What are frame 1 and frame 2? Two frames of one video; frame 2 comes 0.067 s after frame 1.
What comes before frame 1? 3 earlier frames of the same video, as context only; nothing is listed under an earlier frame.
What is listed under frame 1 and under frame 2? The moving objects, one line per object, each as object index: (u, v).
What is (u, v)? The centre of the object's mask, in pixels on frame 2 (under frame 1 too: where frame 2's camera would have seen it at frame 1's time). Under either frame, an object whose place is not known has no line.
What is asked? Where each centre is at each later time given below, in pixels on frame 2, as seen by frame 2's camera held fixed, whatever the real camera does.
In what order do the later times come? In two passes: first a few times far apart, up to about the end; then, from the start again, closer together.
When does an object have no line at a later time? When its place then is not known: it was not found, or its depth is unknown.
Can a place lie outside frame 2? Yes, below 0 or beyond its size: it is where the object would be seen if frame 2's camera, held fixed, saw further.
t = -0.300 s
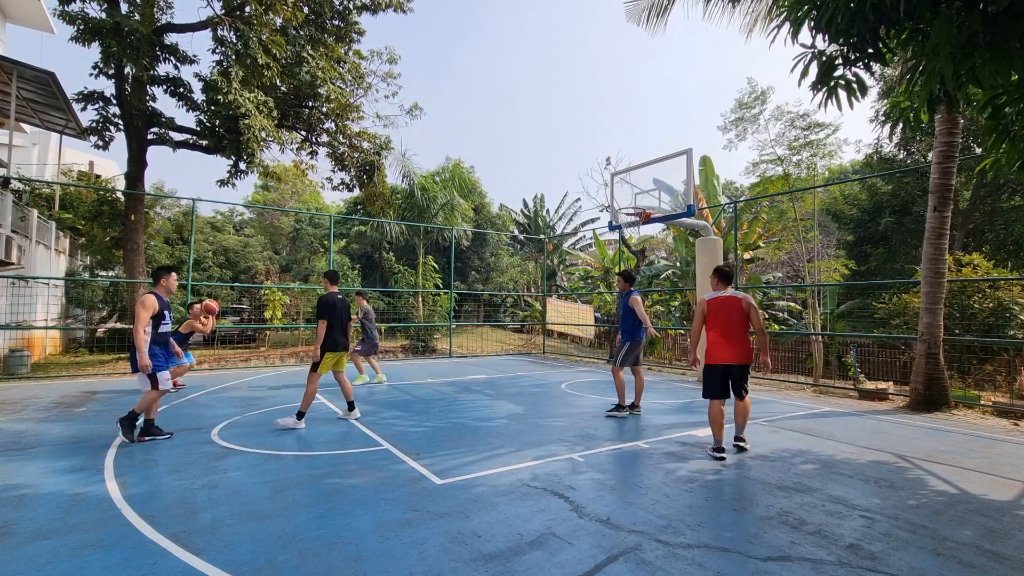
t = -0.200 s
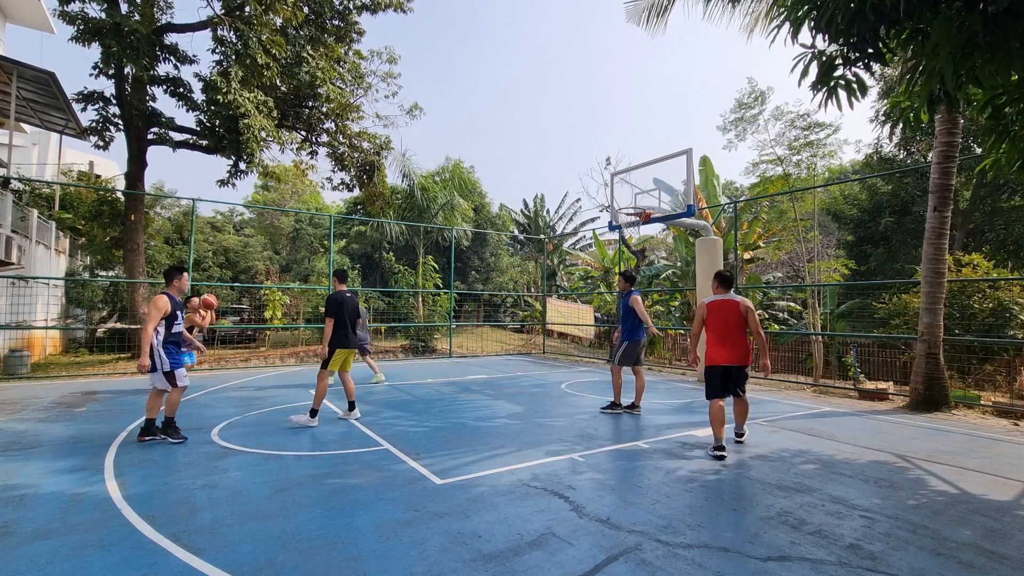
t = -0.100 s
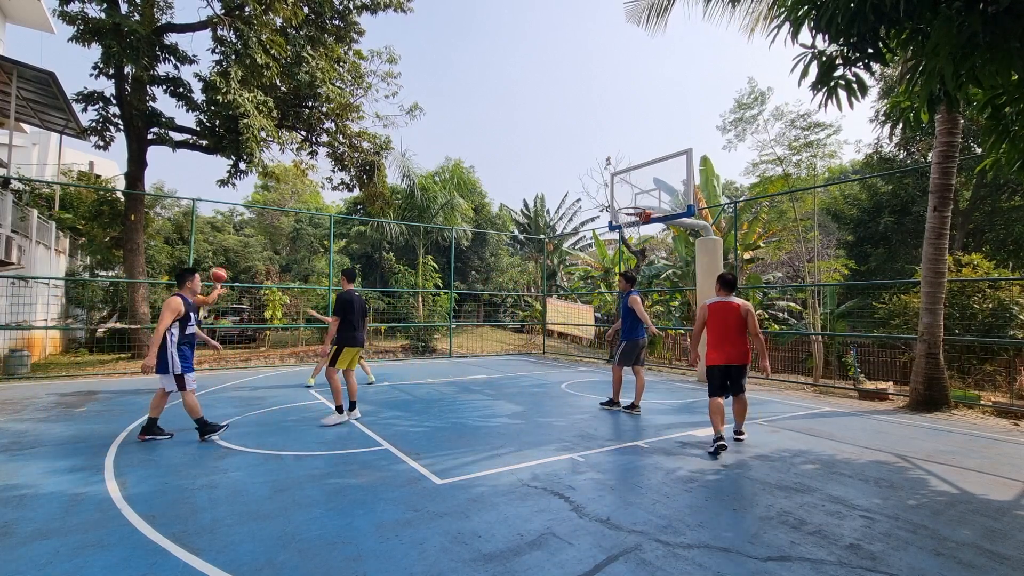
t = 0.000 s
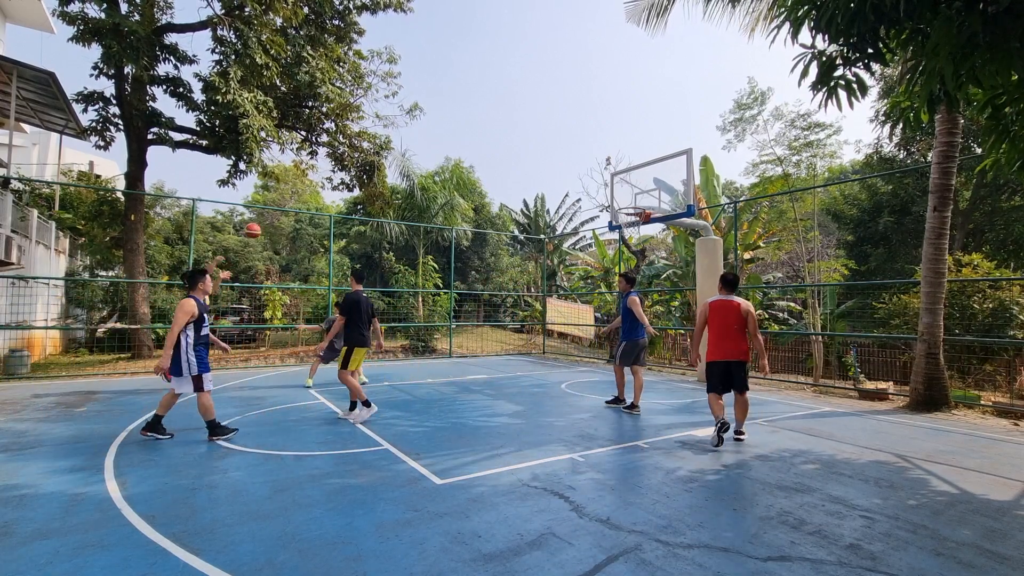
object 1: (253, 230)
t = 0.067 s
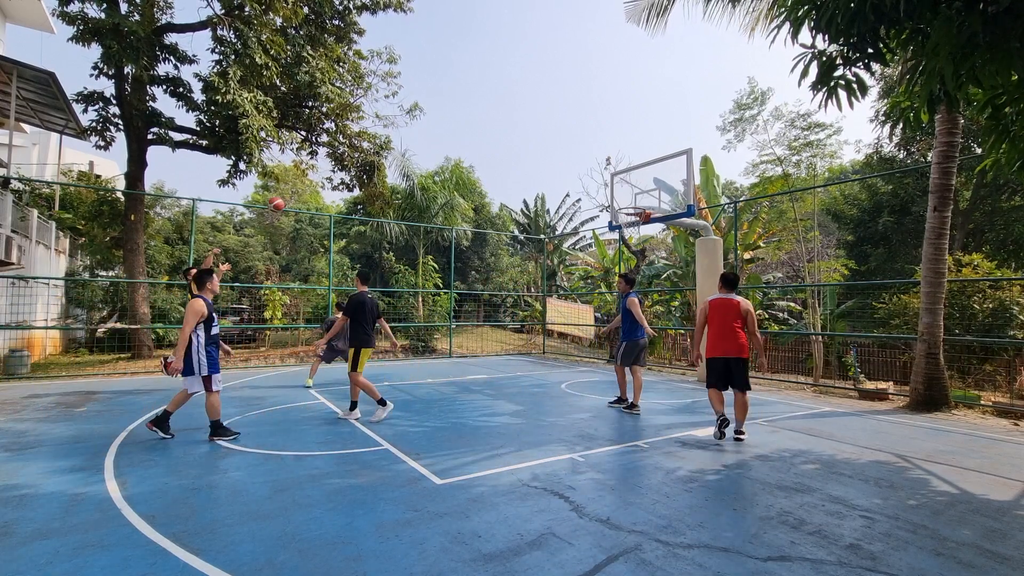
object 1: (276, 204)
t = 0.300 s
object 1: (353, 138)
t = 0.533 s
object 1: (425, 103)
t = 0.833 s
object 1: (511, 107)
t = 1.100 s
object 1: (583, 151)
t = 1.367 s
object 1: (636, 187)
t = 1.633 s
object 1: (645, 127)
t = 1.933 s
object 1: (657, 104)
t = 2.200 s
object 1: (671, 140)
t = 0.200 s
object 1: (320, 161)
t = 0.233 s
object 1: (331, 153)
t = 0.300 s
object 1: (353, 138)
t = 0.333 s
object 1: (363, 131)
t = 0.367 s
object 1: (374, 124)
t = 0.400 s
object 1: (385, 118)
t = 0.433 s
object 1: (395, 113)
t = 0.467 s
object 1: (405, 110)
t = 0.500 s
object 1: (415, 106)
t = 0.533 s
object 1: (425, 103)
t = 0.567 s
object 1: (435, 100)
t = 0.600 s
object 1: (444, 98)
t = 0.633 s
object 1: (454, 98)
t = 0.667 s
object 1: (463, 98)
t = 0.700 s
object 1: (472, 97)
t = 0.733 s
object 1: (482, 100)
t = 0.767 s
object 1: (493, 102)
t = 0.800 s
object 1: (502, 104)
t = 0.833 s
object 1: (511, 107)
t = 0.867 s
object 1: (521, 110)
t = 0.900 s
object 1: (530, 114)
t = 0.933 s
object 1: (539, 119)
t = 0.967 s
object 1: (548, 124)
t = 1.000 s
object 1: (557, 130)
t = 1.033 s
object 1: (566, 136)
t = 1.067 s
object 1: (575, 143)
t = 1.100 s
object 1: (583, 151)
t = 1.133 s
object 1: (592, 159)
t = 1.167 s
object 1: (601, 168)
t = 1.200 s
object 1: (609, 177)
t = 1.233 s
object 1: (619, 187)
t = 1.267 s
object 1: (627, 198)
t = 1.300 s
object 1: (634, 208)
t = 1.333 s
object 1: (635, 197)
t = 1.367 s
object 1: (636, 187)
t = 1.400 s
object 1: (637, 178)
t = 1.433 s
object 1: (638, 170)
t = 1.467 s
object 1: (639, 161)
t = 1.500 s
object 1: (640, 153)
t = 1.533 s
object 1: (641, 146)
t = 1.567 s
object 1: (642, 139)
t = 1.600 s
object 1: (644, 133)
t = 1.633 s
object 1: (645, 127)
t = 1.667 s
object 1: (646, 123)
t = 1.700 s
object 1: (647, 118)
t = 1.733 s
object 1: (649, 114)
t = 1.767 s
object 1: (650, 110)
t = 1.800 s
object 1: (651, 107)
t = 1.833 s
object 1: (653, 105)
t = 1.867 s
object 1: (654, 104)
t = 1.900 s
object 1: (656, 103)
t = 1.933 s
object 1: (657, 104)
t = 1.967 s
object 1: (659, 105)
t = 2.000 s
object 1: (661, 107)
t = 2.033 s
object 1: (662, 110)
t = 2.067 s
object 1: (664, 115)
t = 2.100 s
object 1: (666, 119)
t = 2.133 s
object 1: (668, 125)
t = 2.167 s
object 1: (669, 132)
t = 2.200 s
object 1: (671, 140)
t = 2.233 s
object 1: (674, 149)
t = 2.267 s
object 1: (676, 162)
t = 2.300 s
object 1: (679, 174)
